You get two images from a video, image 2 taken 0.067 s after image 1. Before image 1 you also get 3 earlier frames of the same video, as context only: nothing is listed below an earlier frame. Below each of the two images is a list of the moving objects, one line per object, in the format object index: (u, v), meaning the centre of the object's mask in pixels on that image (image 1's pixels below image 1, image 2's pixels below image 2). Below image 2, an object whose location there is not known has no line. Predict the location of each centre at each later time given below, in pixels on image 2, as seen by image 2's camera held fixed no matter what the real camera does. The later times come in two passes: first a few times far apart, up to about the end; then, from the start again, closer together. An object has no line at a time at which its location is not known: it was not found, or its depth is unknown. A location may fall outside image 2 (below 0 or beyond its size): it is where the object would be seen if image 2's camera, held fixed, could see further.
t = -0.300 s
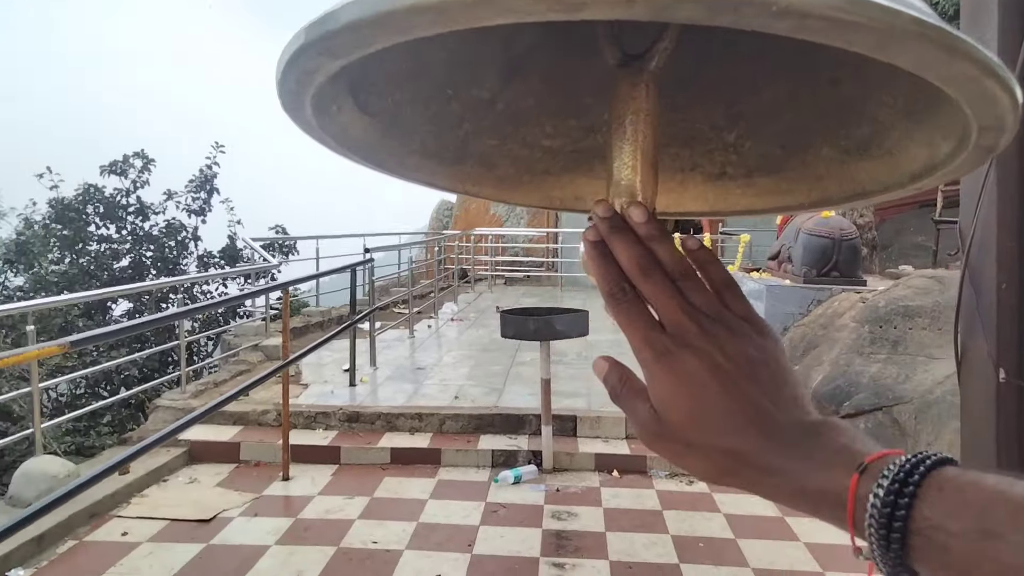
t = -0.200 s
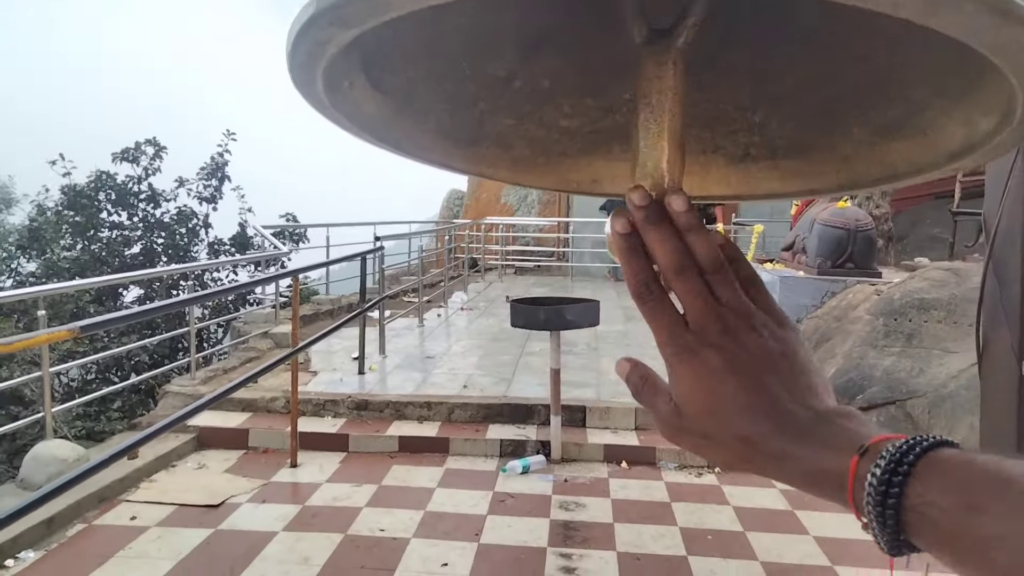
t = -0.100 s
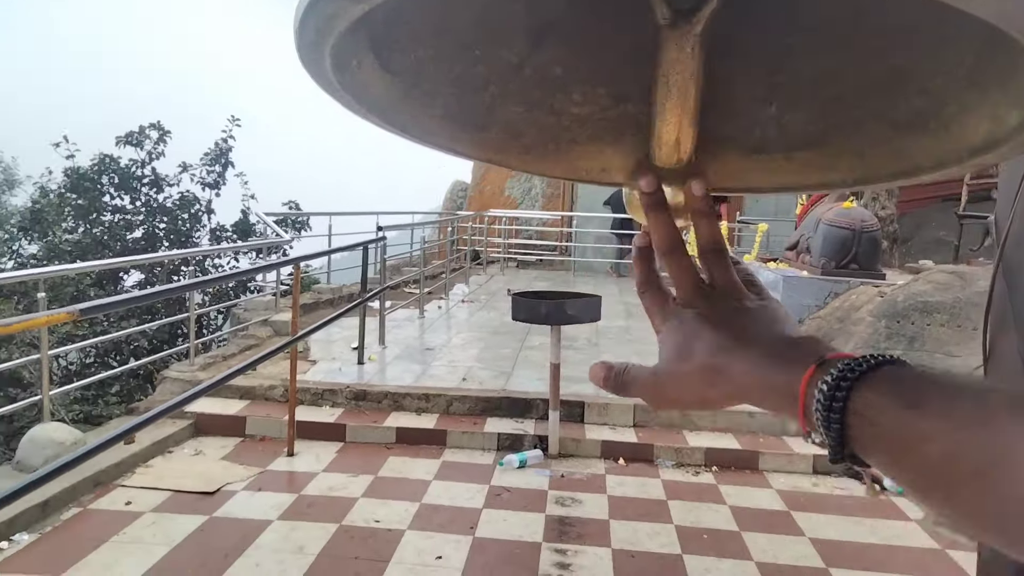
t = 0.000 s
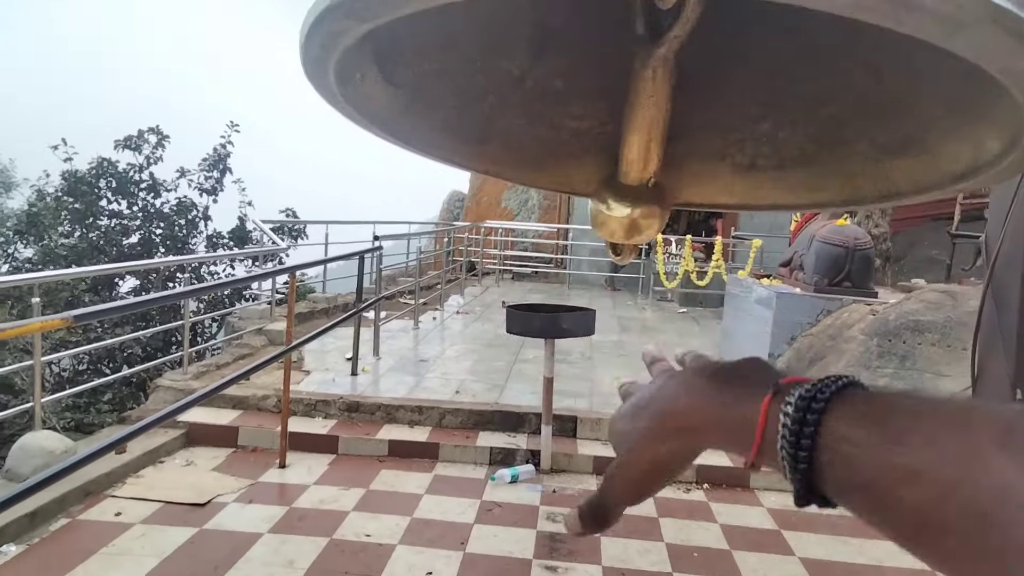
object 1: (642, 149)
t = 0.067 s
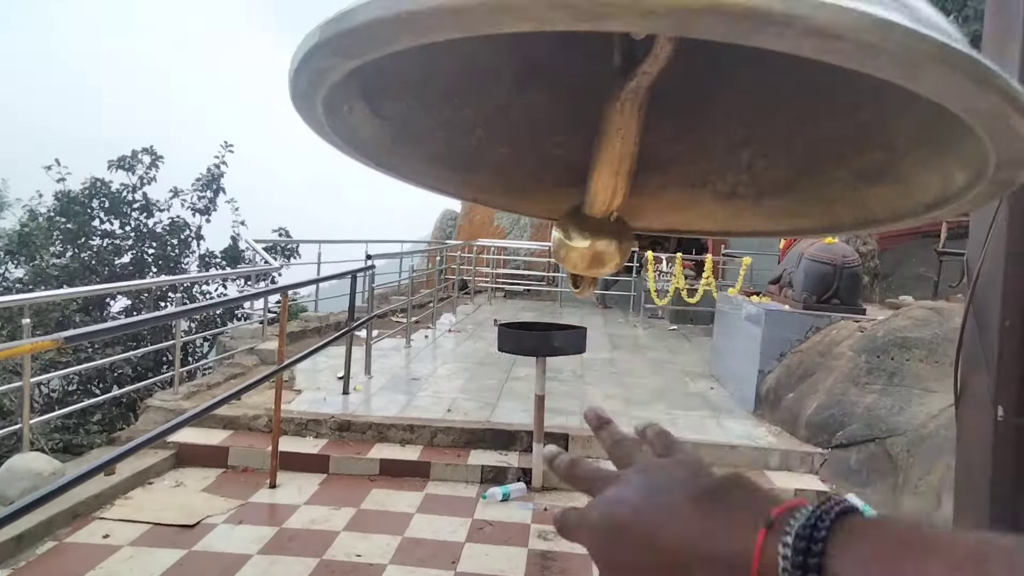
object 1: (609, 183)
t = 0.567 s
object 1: (661, 258)
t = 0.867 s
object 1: (641, 219)
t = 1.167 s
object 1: (581, 256)
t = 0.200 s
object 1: (563, 225)
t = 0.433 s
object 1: (616, 244)
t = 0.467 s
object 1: (629, 248)
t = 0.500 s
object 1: (635, 253)
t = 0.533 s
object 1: (649, 263)
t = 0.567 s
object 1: (661, 258)
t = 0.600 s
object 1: (660, 263)
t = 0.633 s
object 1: (663, 257)
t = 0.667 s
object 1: (666, 244)
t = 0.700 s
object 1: (665, 237)
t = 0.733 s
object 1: (662, 231)
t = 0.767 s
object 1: (657, 226)
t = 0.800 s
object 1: (653, 224)
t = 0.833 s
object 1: (647, 220)
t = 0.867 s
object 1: (641, 219)
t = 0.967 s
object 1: (608, 224)
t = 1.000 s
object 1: (603, 231)
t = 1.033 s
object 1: (598, 238)
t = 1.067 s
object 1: (593, 245)
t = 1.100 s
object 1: (589, 250)
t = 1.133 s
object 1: (585, 254)
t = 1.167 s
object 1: (581, 256)
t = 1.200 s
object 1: (577, 253)
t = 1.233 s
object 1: (574, 252)
